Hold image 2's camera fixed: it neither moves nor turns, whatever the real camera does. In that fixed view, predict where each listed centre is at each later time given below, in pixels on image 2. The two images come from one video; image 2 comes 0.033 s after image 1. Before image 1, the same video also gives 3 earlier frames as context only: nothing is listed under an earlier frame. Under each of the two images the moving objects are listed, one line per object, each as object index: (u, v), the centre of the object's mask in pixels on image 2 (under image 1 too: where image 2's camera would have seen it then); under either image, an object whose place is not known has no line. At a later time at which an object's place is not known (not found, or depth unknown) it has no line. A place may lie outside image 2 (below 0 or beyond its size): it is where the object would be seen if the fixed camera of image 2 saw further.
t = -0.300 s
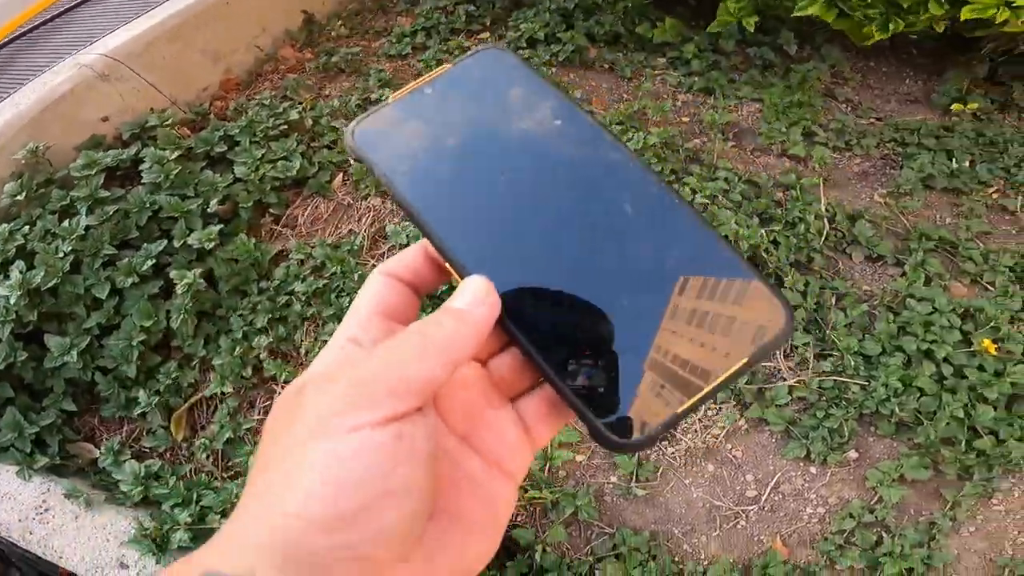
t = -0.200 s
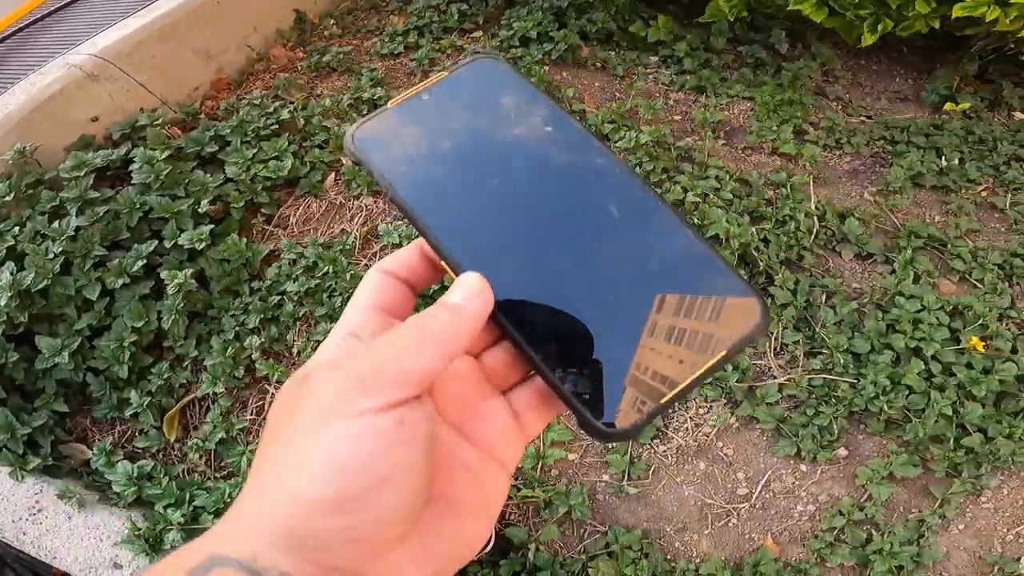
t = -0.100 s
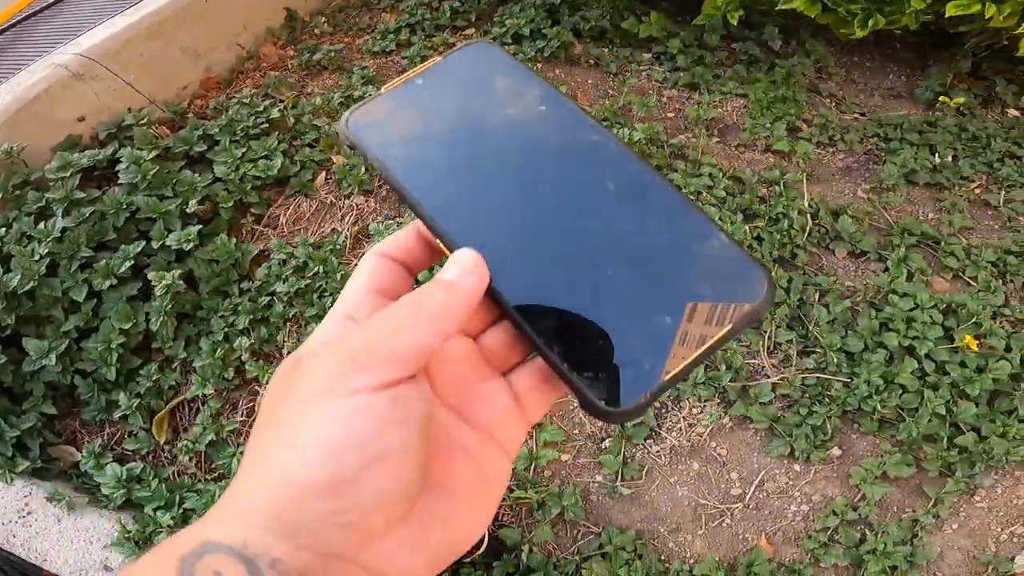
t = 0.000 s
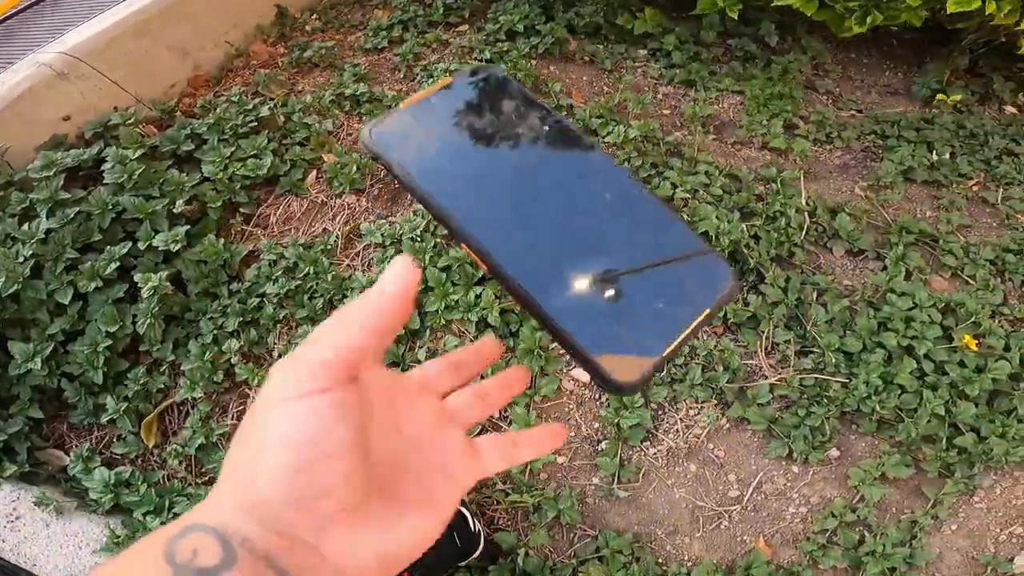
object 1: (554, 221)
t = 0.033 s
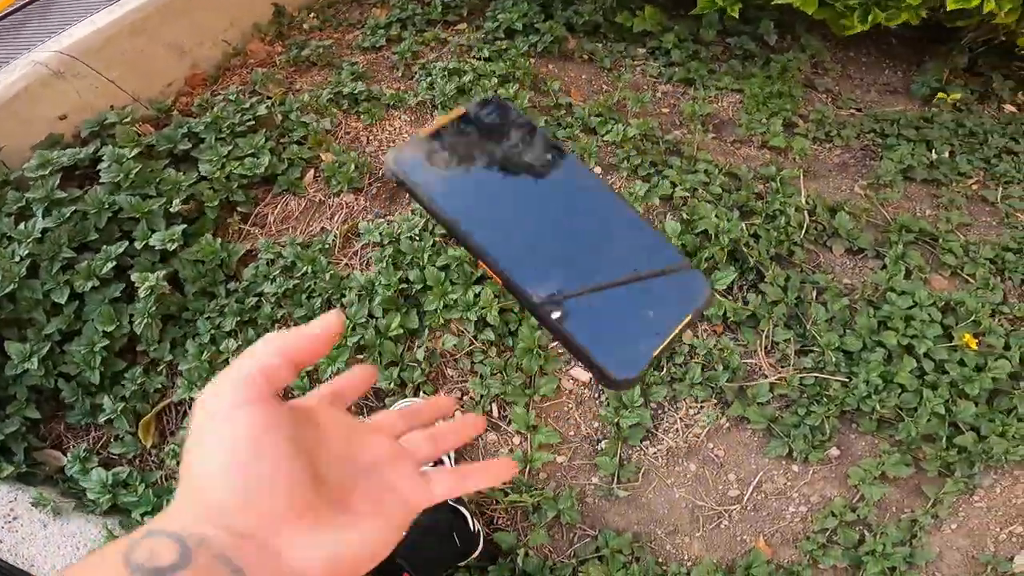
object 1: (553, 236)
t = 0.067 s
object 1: (554, 256)
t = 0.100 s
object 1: (554, 277)
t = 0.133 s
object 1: (556, 298)
